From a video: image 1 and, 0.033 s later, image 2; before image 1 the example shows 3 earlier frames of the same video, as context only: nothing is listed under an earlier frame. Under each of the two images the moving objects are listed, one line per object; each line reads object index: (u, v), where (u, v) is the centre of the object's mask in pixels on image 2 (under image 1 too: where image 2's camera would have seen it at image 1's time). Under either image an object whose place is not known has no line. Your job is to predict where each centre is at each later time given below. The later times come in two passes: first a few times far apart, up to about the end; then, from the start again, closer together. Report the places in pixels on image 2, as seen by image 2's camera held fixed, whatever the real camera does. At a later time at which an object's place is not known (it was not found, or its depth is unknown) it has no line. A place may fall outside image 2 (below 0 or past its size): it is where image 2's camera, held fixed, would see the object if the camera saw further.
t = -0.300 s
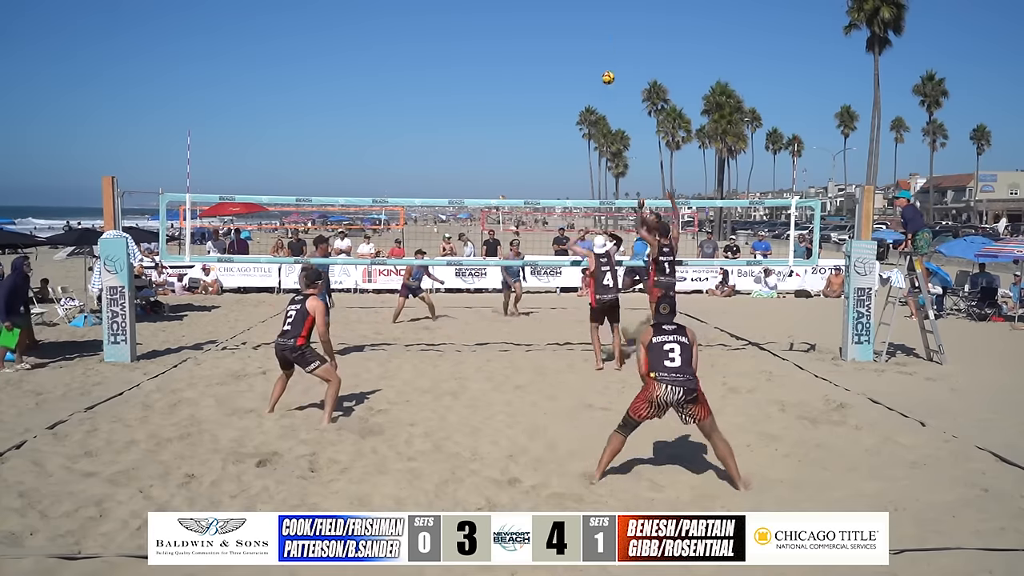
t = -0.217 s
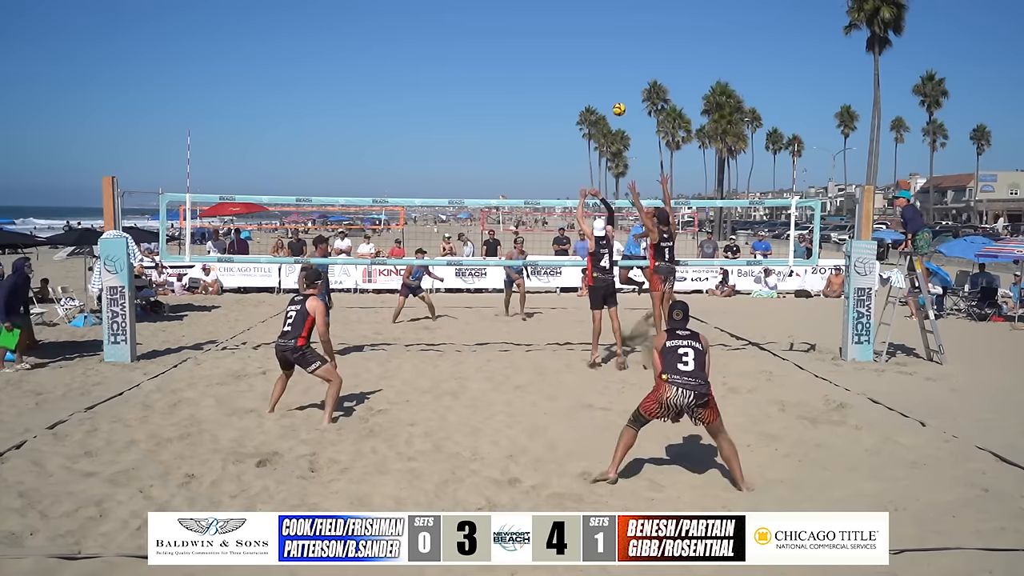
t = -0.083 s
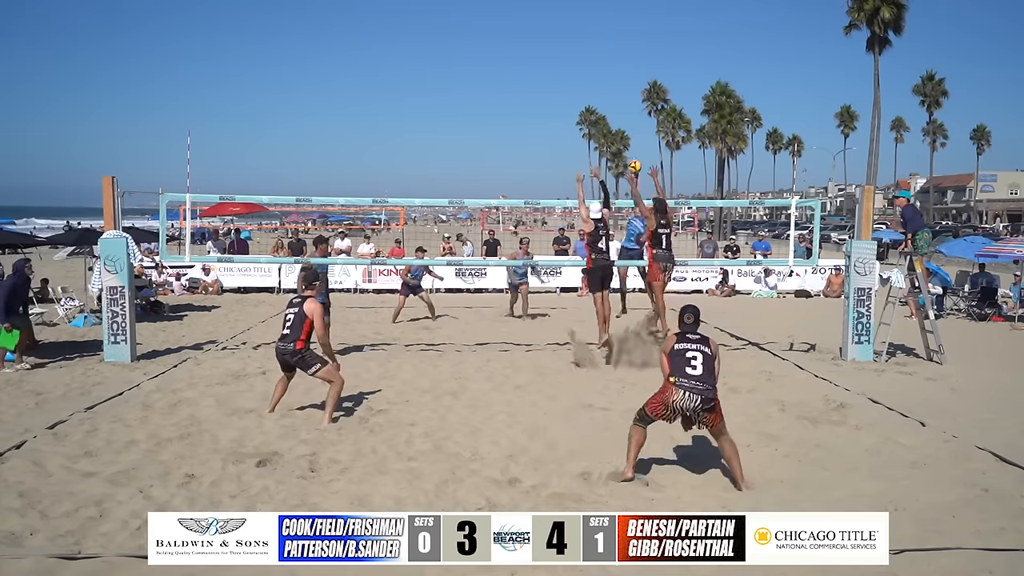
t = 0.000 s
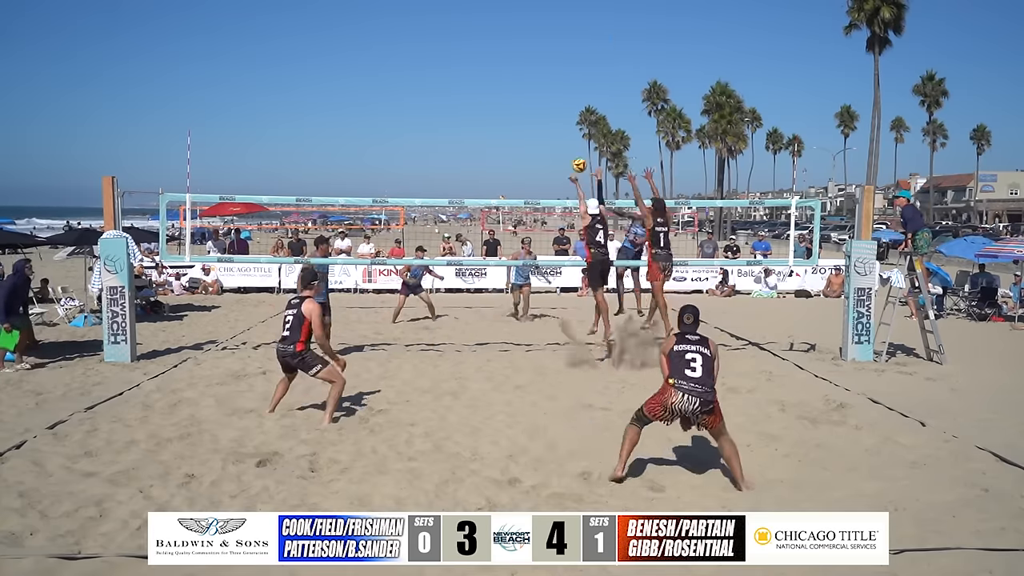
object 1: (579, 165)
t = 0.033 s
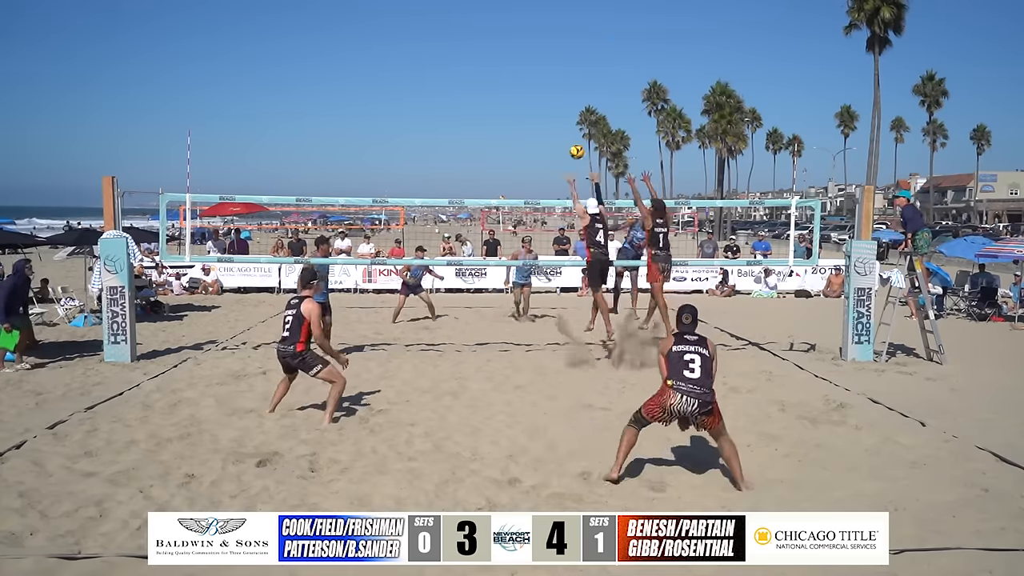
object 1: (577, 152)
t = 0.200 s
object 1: (562, 93)
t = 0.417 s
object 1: (542, 42)
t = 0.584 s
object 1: (525, 26)
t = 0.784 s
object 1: (503, 37)
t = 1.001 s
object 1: (479, 94)
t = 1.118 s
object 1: (465, 147)
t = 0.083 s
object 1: (572, 132)
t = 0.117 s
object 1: (570, 120)
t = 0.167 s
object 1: (565, 103)
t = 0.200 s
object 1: (562, 93)
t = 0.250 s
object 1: (558, 78)
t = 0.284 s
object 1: (555, 69)
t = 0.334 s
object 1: (550, 58)
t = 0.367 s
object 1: (547, 51)
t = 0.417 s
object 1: (542, 42)
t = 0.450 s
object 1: (539, 37)
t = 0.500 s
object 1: (533, 32)
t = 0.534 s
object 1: (530, 29)
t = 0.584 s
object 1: (525, 26)
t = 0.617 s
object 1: (521, 25)
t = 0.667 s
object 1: (516, 27)
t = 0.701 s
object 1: (513, 28)
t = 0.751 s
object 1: (507, 33)
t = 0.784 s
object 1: (503, 37)
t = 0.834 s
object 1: (497, 46)
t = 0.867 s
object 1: (494, 53)
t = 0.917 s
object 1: (488, 66)
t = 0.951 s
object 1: (485, 76)
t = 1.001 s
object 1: (479, 94)
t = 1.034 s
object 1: (475, 107)
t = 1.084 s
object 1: (470, 131)
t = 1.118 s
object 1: (465, 147)
